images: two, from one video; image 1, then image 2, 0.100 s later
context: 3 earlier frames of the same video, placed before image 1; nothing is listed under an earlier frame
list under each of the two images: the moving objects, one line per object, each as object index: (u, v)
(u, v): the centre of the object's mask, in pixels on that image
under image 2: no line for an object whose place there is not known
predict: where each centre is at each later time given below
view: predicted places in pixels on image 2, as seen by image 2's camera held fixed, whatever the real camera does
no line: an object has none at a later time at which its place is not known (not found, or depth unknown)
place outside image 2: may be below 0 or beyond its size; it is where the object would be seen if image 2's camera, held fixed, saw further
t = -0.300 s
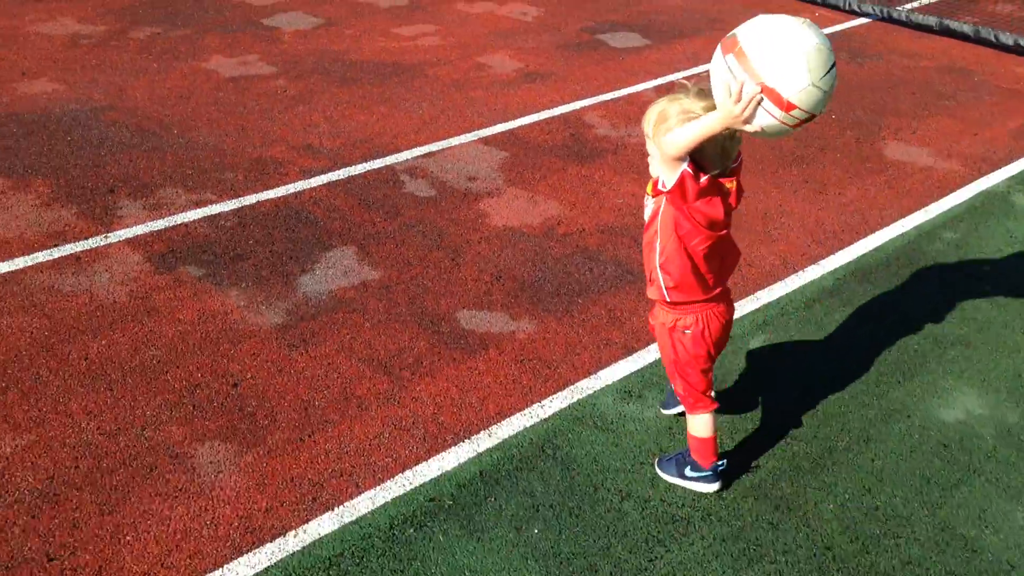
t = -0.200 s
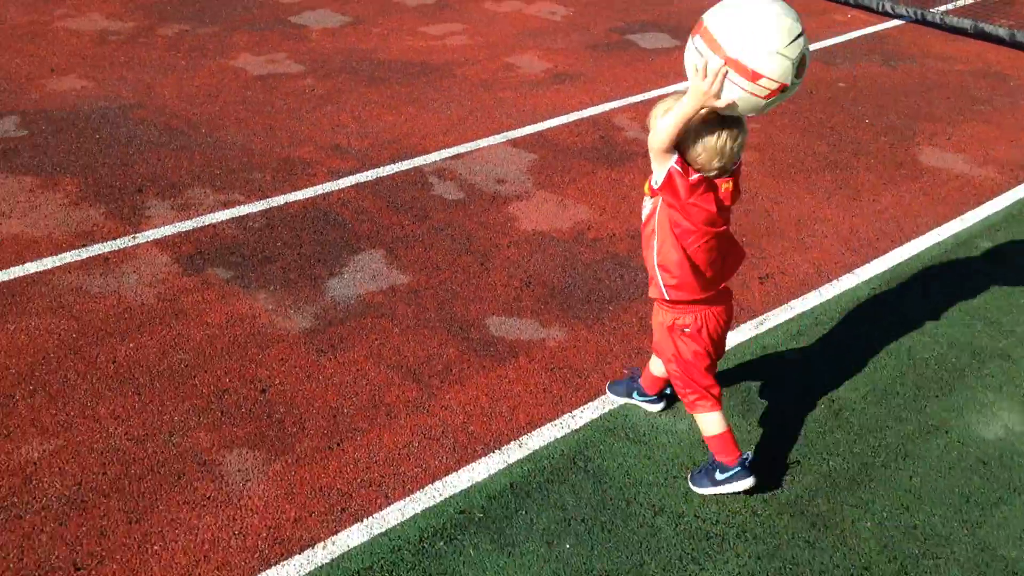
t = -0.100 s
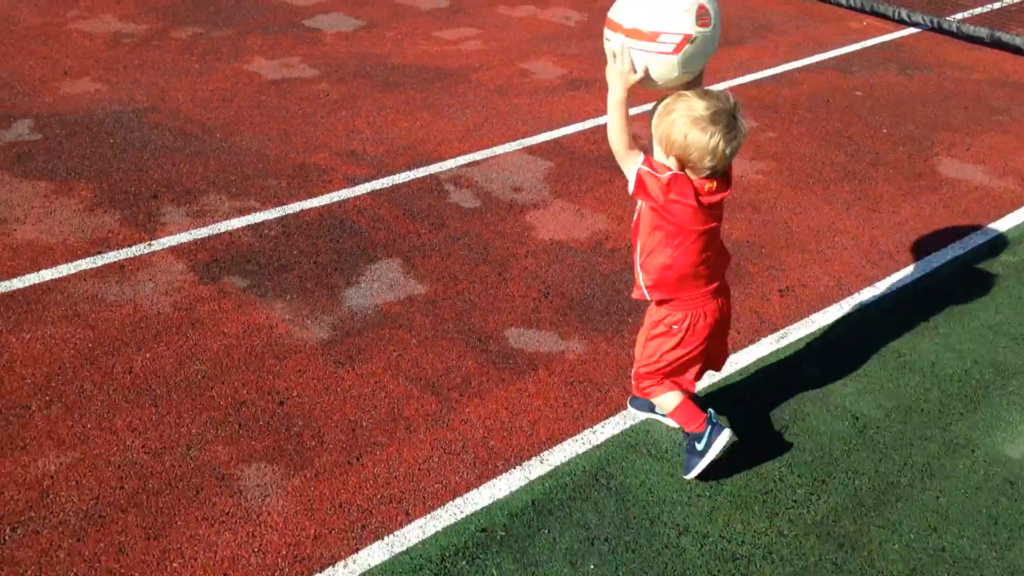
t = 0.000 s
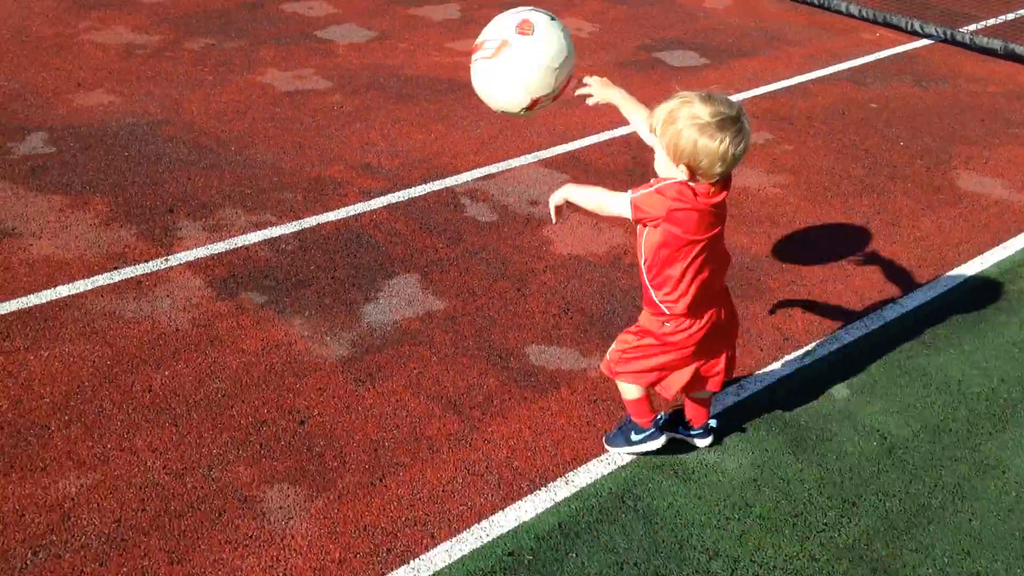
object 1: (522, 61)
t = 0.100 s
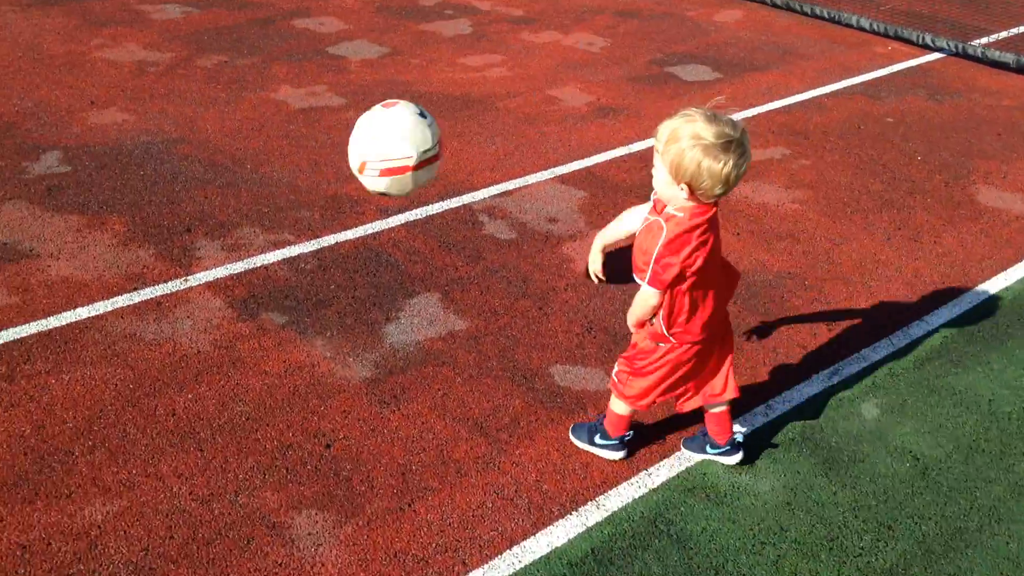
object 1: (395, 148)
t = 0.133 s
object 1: (352, 178)
